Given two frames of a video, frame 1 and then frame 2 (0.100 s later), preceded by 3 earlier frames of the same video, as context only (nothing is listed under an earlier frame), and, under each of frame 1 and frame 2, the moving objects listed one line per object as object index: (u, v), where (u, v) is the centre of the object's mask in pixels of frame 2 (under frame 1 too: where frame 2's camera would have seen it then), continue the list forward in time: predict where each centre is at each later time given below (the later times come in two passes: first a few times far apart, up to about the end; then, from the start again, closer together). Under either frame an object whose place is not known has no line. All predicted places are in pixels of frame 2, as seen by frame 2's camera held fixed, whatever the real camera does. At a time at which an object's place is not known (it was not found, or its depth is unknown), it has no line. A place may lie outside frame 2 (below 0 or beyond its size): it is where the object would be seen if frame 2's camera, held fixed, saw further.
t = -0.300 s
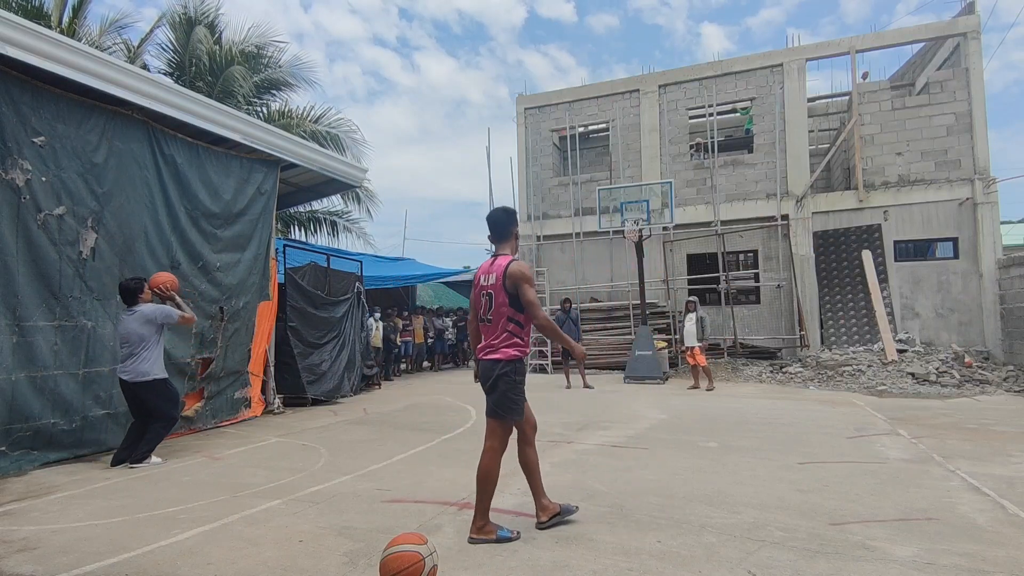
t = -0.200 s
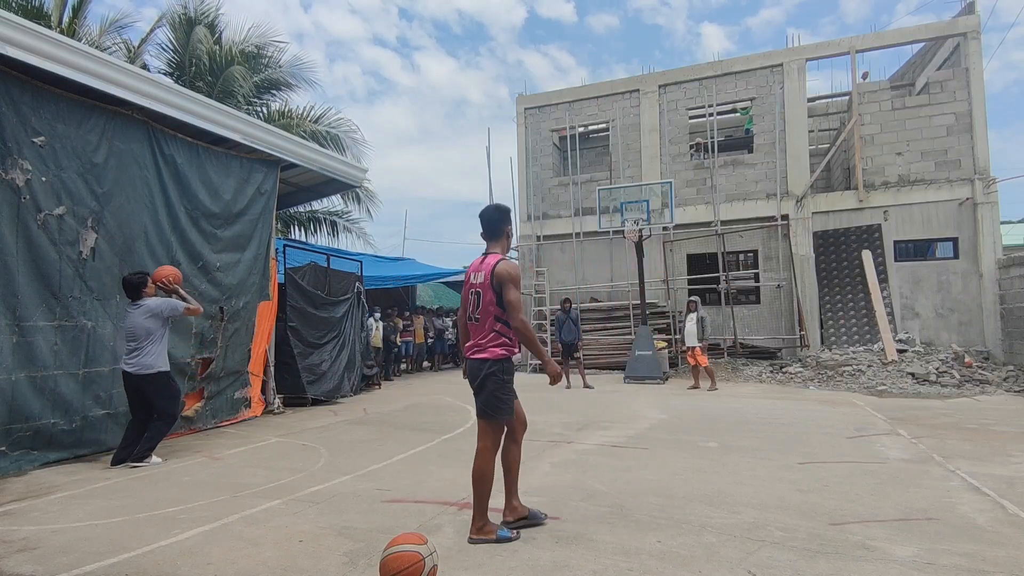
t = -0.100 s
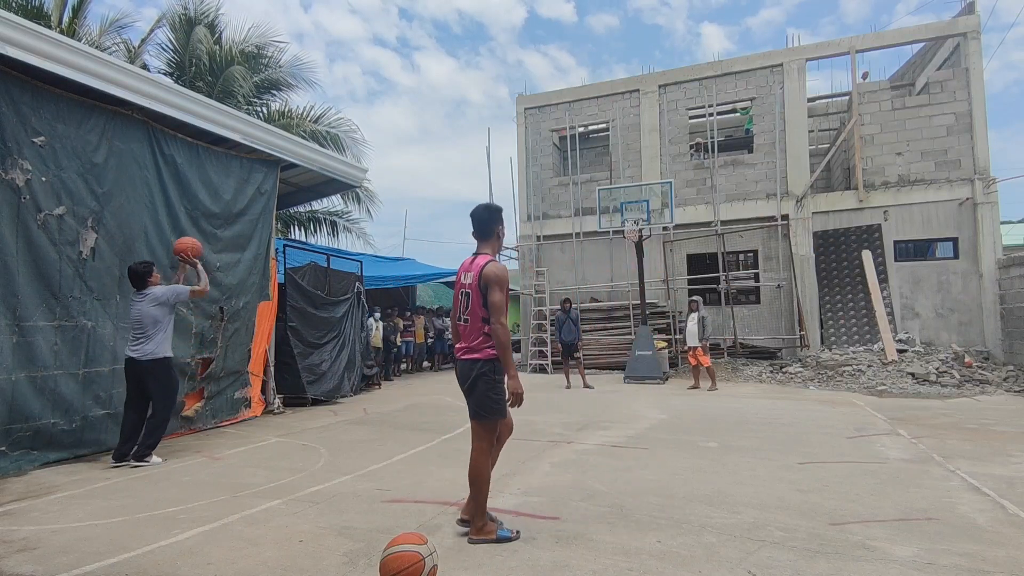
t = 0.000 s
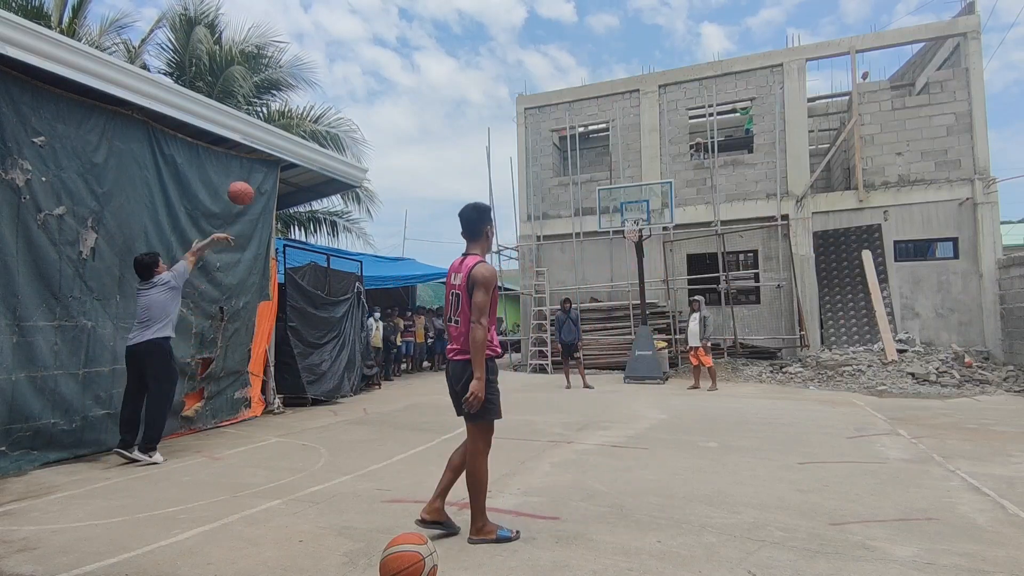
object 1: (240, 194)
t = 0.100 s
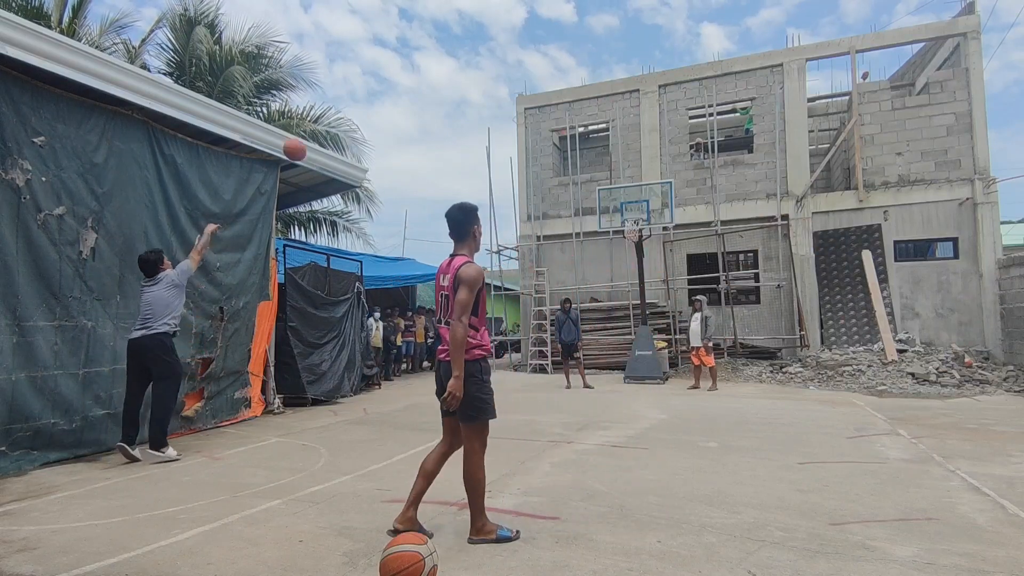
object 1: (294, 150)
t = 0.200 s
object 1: (342, 119)
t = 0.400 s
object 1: (422, 89)
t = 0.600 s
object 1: (488, 91)
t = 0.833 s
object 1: (552, 124)
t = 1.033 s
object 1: (599, 172)
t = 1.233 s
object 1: (626, 201)
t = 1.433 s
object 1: (618, 160)
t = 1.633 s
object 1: (611, 141)
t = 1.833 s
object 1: (603, 146)
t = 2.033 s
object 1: (596, 183)
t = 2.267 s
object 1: (586, 282)
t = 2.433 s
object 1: (580, 401)
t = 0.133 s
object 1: (311, 138)
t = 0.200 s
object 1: (342, 119)
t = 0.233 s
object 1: (357, 112)
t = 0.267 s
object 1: (371, 105)
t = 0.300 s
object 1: (385, 99)
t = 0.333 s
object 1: (398, 95)
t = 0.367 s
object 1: (410, 91)
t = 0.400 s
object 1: (422, 89)
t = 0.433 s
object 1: (434, 87)
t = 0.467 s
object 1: (445, 86)
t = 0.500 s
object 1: (457, 86)
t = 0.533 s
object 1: (467, 87)
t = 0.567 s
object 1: (478, 88)
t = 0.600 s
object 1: (488, 91)
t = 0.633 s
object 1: (498, 93)
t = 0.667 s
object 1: (507, 97)
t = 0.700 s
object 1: (517, 101)
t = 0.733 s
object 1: (526, 106)
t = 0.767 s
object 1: (535, 111)
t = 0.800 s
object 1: (544, 117)
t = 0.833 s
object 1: (552, 124)
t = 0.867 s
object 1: (560, 130)
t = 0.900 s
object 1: (568, 137)
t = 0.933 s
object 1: (577, 145)
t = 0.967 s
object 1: (584, 154)
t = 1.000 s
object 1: (591, 163)
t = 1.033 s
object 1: (599, 172)
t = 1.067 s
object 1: (606, 181)
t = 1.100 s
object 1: (613, 192)
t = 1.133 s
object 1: (620, 202)
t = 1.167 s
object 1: (627, 212)
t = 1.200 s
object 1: (627, 209)
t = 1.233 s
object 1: (626, 201)
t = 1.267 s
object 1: (625, 193)
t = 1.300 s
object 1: (623, 185)
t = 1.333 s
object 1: (622, 178)
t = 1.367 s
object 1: (621, 172)
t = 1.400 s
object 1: (620, 166)
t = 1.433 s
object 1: (618, 160)
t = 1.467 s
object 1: (617, 156)
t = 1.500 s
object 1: (616, 151)
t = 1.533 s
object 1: (615, 148)
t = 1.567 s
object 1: (613, 145)
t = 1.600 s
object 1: (613, 142)
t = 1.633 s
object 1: (611, 141)
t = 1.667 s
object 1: (610, 139)
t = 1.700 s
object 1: (609, 139)
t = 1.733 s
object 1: (607, 139)
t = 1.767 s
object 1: (606, 140)
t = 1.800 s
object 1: (605, 143)
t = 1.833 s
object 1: (603, 146)
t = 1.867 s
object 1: (602, 149)
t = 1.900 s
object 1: (601, 154)
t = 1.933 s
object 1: (599, 160)
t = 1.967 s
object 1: (598, 167)
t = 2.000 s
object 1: (597, 174)
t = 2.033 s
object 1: (596, 183)
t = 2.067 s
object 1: (594, 193)
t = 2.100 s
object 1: (593, 205)
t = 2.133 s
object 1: (591, 217)
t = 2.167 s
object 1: (589, 231)
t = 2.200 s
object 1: (589, 246)
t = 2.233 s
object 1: (587, 263)
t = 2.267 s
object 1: (586, 282)
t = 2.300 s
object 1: (585, 301)
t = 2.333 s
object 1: (583, 323)
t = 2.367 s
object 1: (582, 347)
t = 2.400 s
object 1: (581, 373)
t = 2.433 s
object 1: (580, 401)
